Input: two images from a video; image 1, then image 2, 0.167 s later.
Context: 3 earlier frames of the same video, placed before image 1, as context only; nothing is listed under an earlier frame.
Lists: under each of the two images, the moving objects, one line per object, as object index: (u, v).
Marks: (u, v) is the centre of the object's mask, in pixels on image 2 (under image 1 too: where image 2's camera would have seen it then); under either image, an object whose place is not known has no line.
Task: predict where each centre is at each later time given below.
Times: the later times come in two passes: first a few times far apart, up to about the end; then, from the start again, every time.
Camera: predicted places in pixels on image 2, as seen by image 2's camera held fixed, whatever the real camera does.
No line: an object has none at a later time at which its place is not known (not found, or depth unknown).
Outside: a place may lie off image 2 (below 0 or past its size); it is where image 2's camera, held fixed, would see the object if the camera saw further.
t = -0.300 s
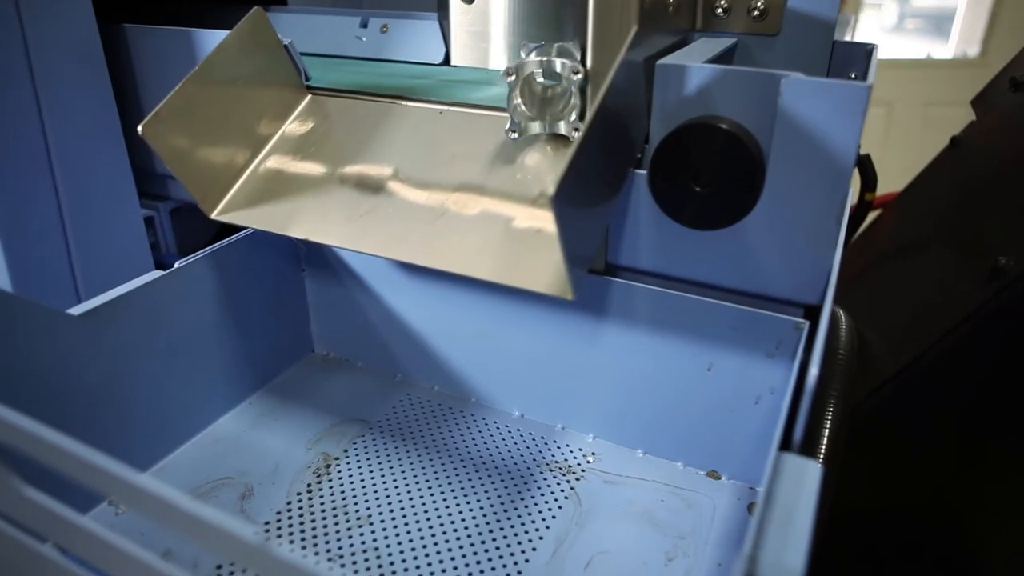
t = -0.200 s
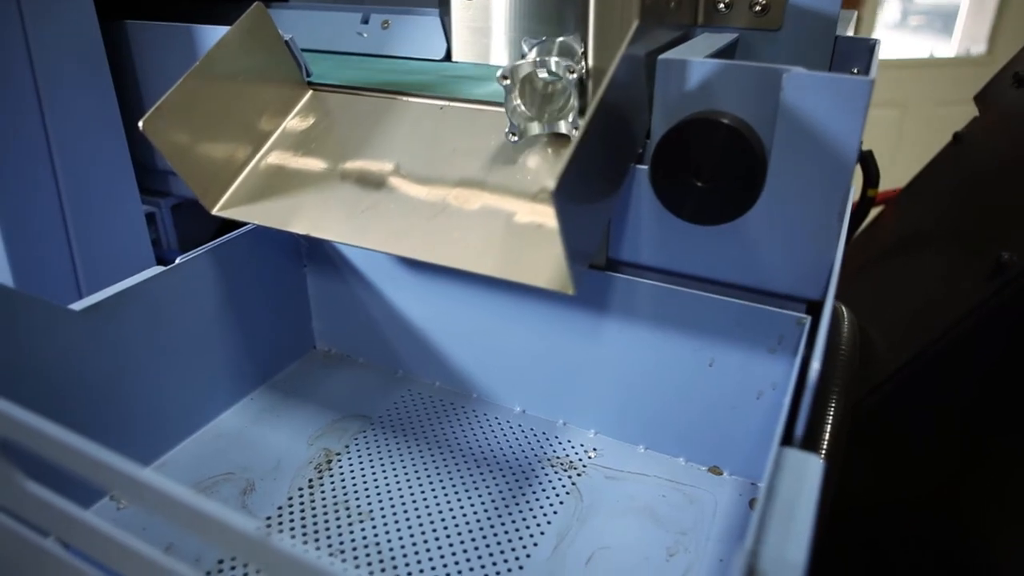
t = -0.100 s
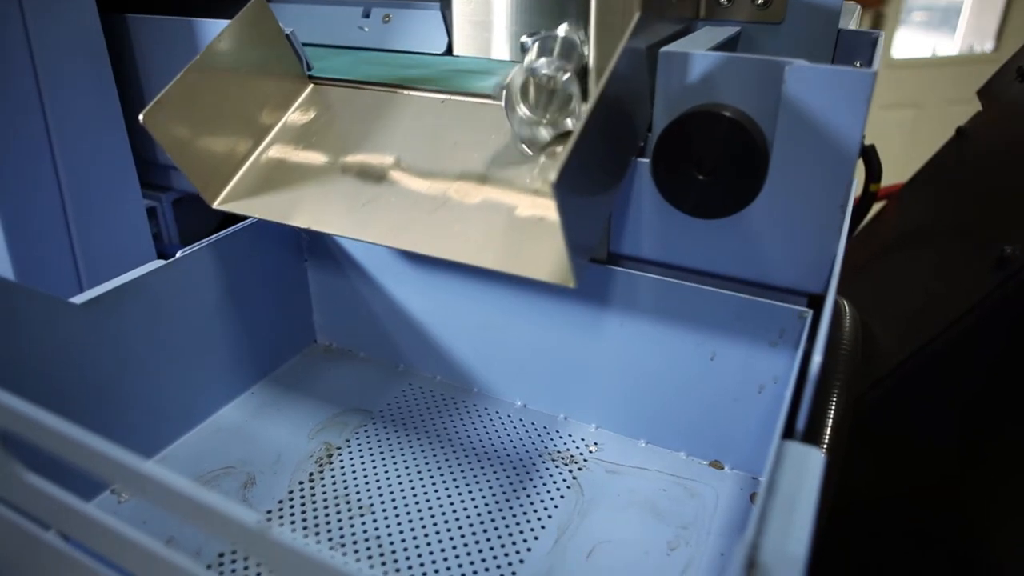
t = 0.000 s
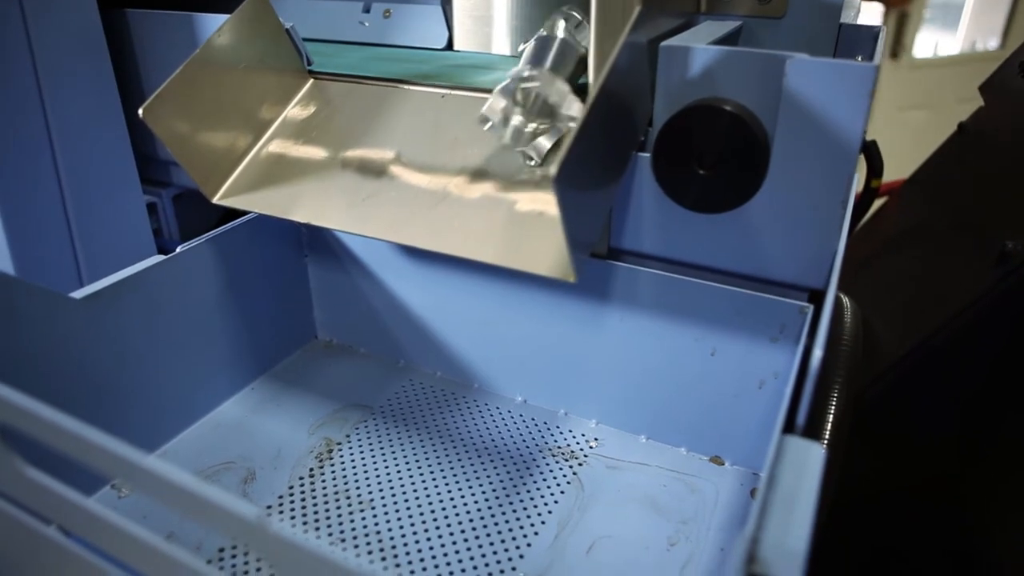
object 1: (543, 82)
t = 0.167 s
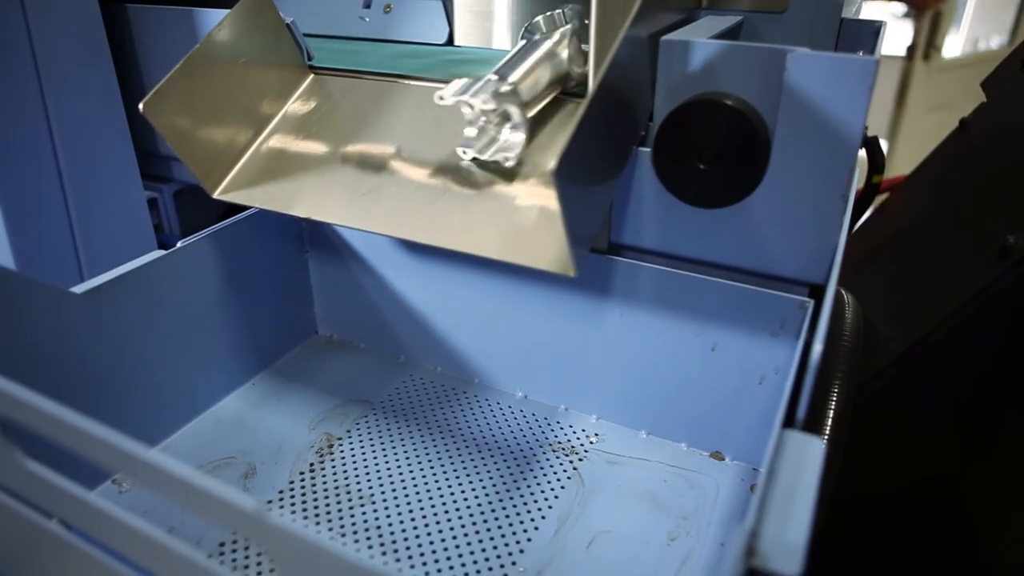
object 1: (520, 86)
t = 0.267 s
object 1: (512, 108)
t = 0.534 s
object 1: (413, 337)
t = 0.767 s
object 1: (386, 475)
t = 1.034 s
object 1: (392, 467)
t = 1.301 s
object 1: (391, 461)
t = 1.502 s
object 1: (391, 461)
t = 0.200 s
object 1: (517, 91)
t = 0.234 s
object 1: (515, 99)
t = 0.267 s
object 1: (512, 108)
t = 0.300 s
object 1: (507, 122)
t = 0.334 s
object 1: (500, 137)
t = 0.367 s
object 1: (489, 157)
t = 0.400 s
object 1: (481, 178)
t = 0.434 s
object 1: (465, 208)
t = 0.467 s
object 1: (445, 246)
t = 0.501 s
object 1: (427, 289)
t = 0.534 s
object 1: (413, 337)
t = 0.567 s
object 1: (398, 404)
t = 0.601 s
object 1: (356, 463)
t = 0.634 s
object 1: (316, 508)
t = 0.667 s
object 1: (305, 511)
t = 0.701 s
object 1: (337, 485)
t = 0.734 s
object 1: (369, 478)
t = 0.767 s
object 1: (386, 475)
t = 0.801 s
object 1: (393, 466)
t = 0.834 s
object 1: (396, 457)
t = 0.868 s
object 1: (396, 456)
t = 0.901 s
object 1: (397, 455)
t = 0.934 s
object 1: (398, 457)
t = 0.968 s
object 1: (399, 463)
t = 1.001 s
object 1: (399, 471)
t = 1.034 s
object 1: (392, 467)
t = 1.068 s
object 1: (390, 463)
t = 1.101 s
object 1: (392, 462)
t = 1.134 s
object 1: (392, 462)
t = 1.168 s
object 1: (391, 461)
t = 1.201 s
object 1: (391, 461)
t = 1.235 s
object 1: (391, 461)
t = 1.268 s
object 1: (391, 461)
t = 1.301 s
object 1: (391, 461)
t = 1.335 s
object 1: (391, 461)
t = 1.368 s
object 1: (391, 461)
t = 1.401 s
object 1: (391, 461)
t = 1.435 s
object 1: (391, 460)
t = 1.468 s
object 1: (391, 460)
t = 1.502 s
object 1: (391, 461)
